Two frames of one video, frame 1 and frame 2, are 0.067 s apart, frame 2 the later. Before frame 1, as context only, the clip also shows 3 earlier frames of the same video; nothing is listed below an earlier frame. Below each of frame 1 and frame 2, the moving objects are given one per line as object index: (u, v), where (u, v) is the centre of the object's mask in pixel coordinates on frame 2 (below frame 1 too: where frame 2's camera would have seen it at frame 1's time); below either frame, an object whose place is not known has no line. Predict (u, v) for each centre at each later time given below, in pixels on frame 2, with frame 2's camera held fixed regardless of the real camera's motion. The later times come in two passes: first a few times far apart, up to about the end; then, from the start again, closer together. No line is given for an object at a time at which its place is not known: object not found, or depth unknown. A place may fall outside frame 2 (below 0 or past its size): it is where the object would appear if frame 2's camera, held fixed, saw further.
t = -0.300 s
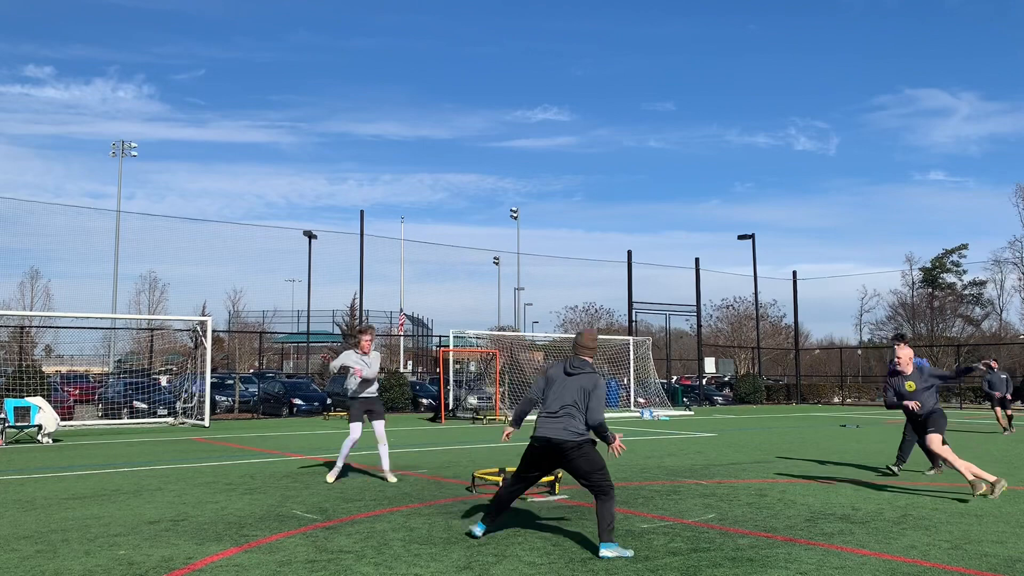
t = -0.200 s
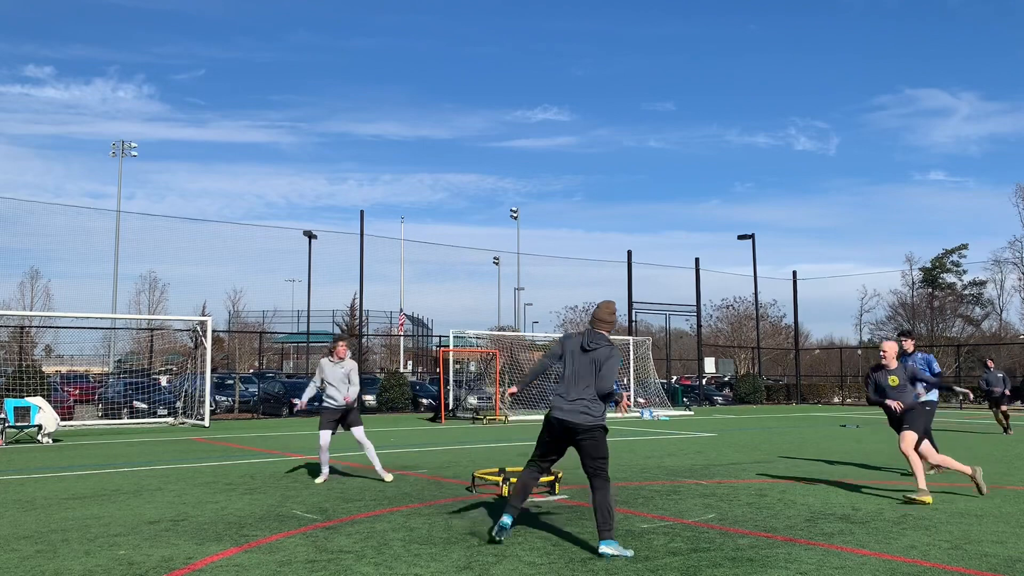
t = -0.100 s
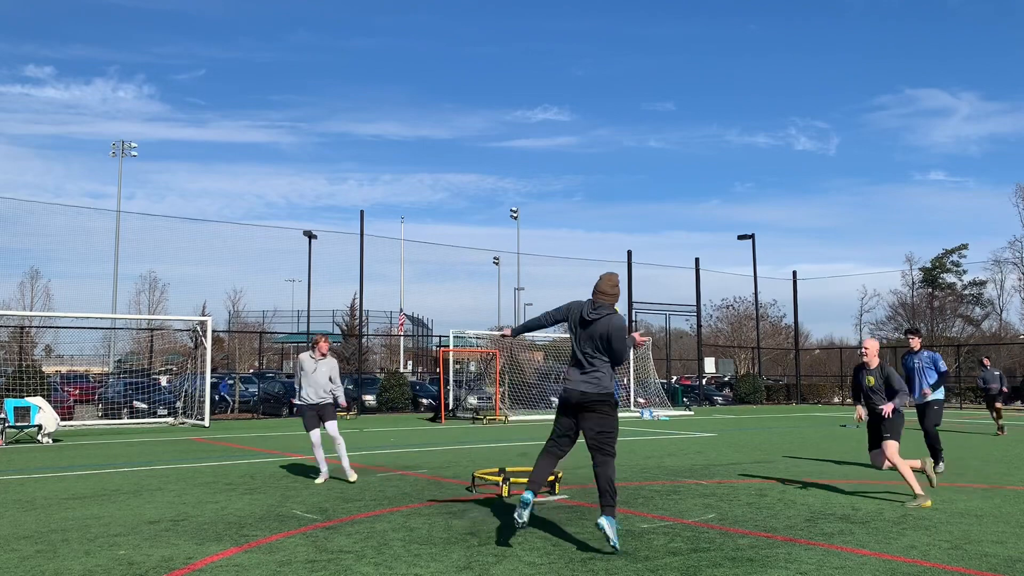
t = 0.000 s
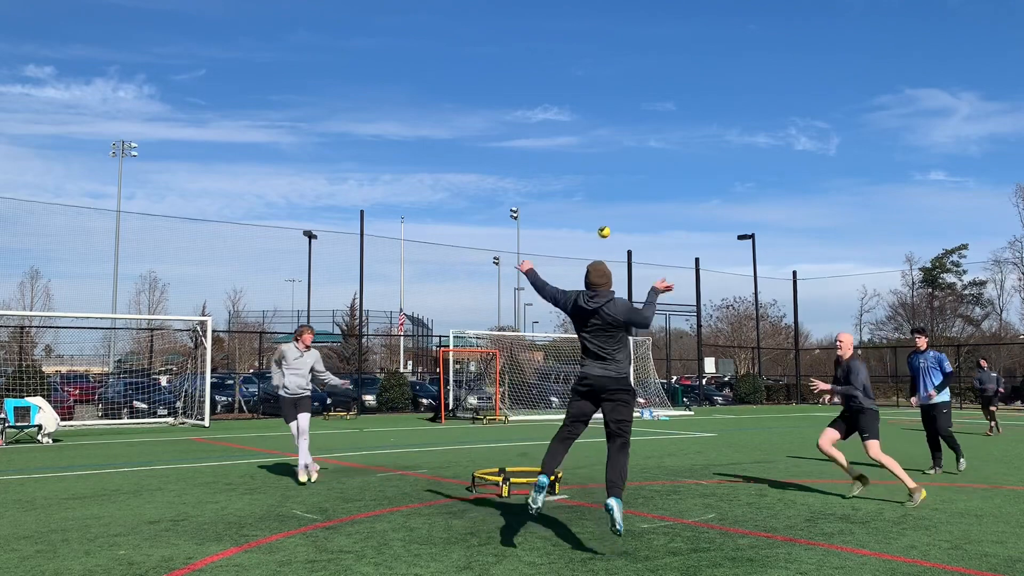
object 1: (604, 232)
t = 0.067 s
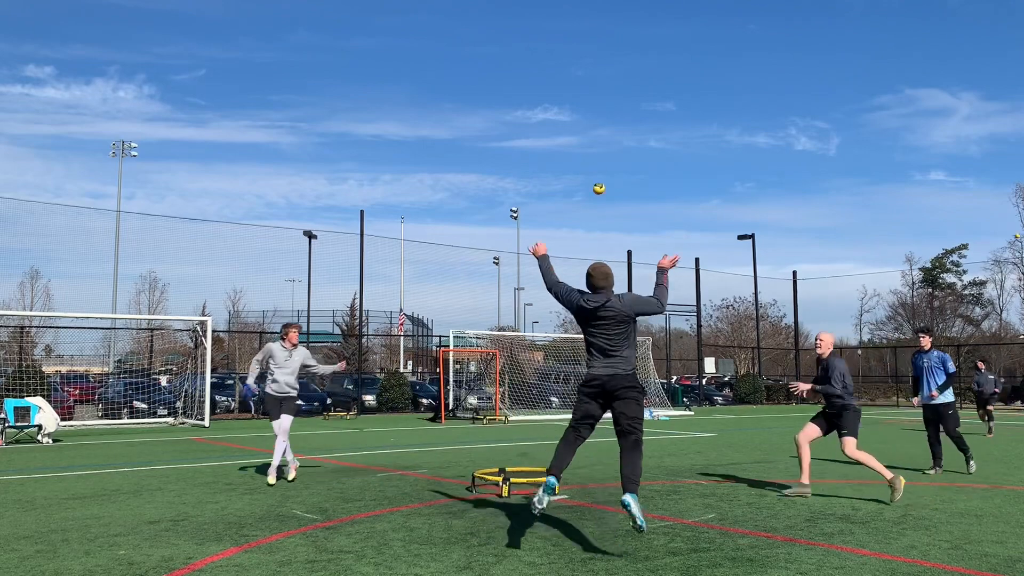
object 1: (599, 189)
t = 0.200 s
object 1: (589, 121)
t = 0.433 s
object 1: (574, 62)
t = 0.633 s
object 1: (562, 61)
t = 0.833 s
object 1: (551, 102)
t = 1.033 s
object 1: (541, 179)
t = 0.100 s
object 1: (596, 169)
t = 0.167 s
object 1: (591, 136)
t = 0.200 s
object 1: (589, 121)
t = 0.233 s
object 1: (586, 108)
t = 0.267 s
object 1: (584, 97)
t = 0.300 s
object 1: (582, 88)
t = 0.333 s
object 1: (580, 79)
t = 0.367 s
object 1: (578, 72)
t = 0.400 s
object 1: (576, 66)
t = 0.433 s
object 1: (574, 62)
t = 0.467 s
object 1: (571, 59)
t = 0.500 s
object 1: (570, 57)
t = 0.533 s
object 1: (568, 56)
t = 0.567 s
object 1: (566, 57)
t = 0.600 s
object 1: (563, 58)
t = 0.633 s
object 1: (562, 61)
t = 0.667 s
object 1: (560, 66)
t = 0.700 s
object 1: (558, 71)
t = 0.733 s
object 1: (556, 77)
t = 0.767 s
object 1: (554, 84)
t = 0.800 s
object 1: (553, 93)
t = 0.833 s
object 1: (551, 102)
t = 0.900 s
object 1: (547, 124)
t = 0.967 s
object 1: (544, 149)
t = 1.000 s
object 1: (542, 164)
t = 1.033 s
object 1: (541, 179)
